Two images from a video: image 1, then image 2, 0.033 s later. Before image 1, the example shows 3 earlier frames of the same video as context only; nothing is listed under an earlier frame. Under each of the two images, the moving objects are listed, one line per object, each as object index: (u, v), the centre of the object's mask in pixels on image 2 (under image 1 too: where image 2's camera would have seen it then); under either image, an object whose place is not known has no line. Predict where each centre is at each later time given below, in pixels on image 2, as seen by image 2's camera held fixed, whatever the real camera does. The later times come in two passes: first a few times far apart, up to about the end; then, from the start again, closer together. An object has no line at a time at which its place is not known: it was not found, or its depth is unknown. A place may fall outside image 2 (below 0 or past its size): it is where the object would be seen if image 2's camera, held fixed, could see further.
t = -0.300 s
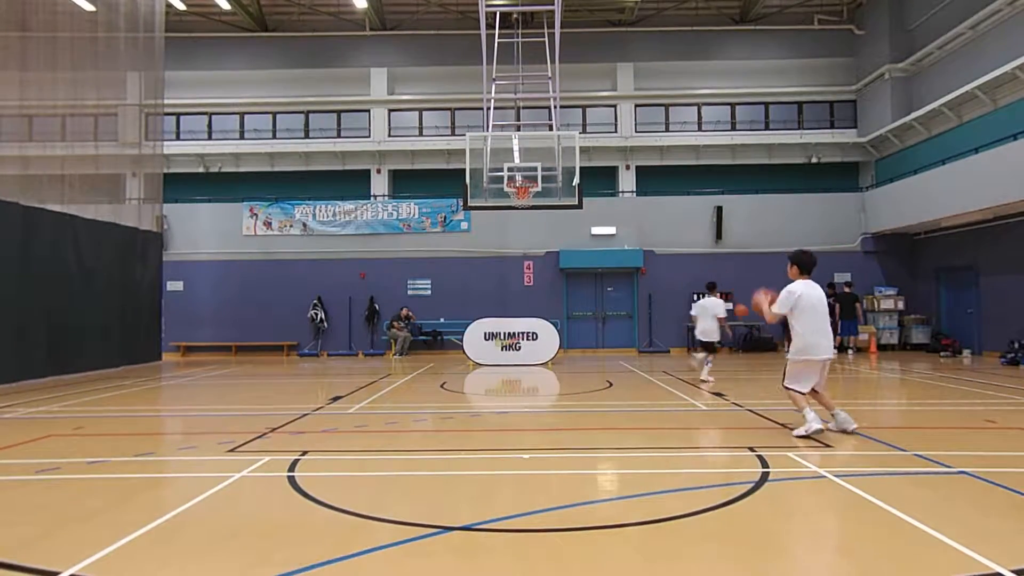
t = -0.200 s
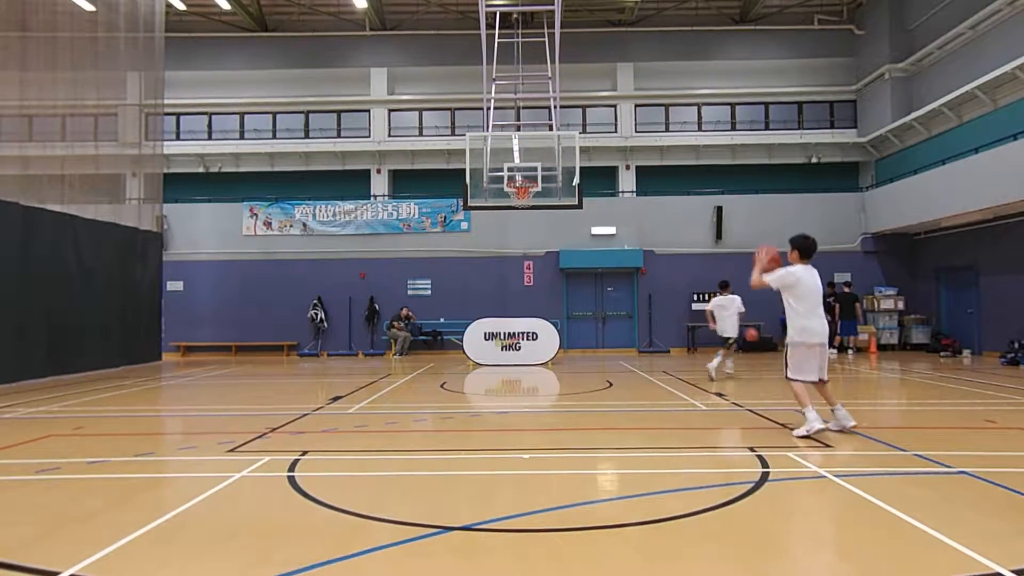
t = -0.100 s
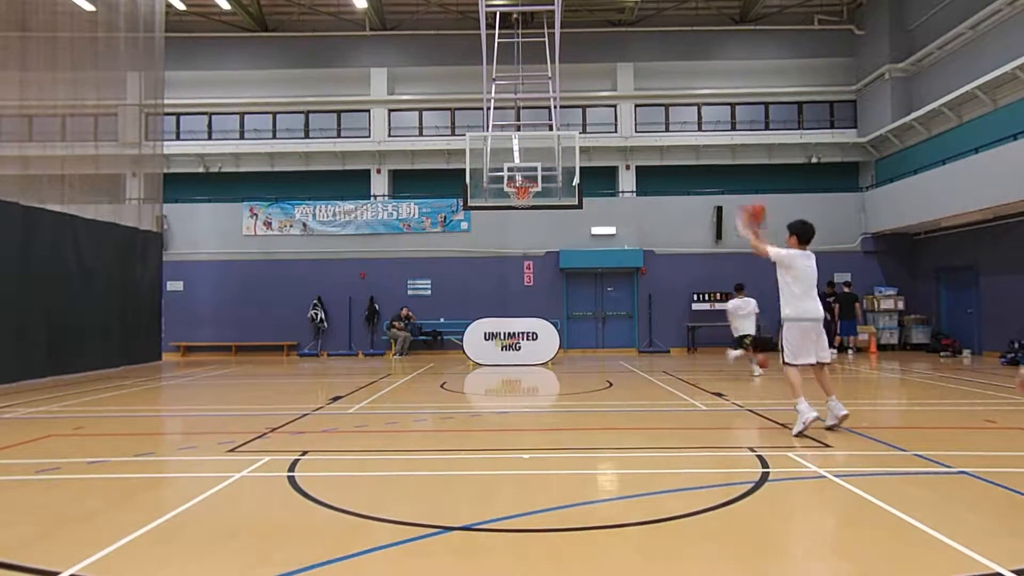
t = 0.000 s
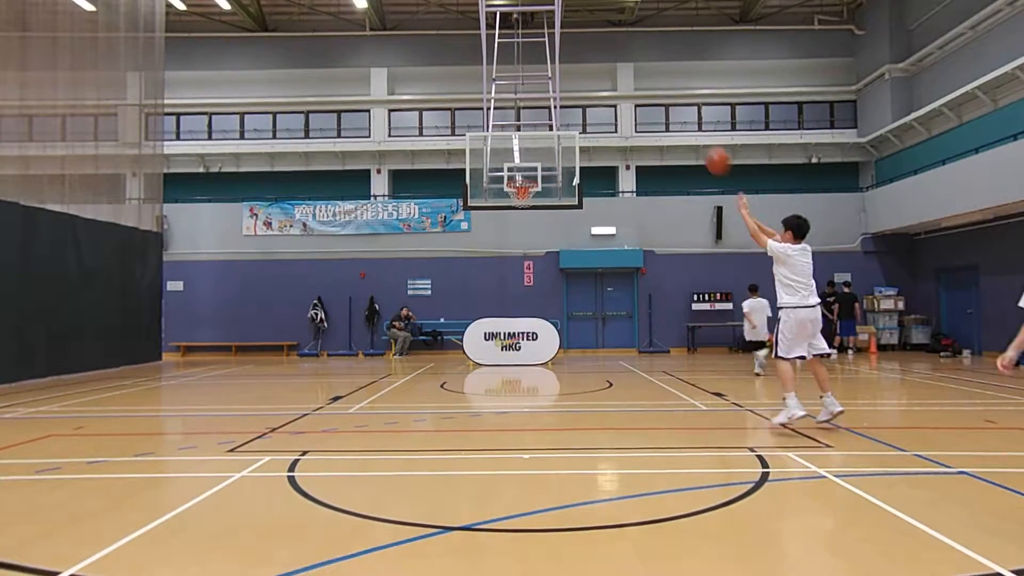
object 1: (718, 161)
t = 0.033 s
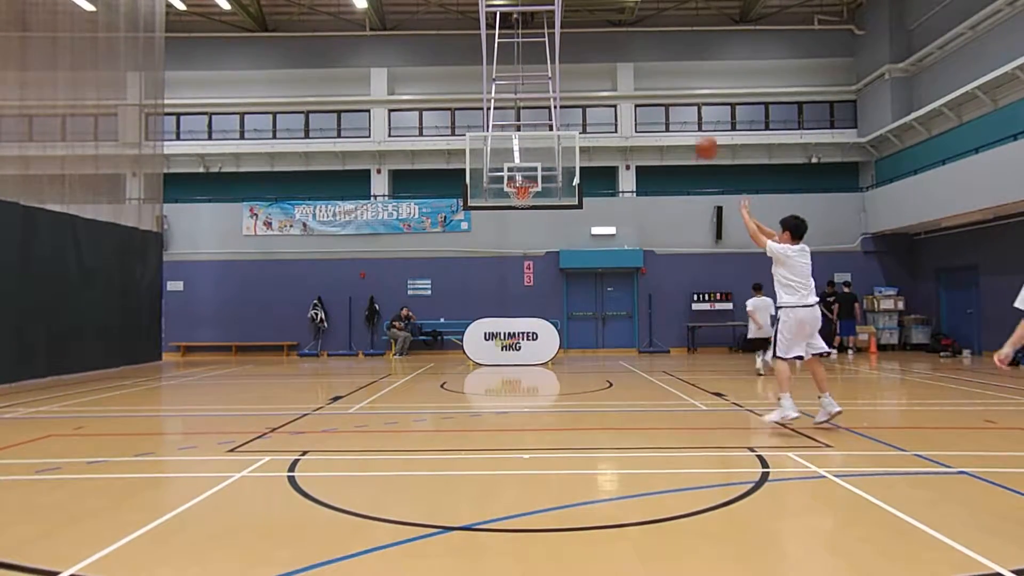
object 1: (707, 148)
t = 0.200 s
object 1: (657, 99)
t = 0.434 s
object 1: (602, 78)
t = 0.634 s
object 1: (563, 93)
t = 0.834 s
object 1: (530, 131)
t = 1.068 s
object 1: (499, 173)
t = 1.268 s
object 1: (480, 159)
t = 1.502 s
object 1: (459, 173)
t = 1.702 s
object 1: (438, 215)
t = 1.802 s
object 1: (428, 248)
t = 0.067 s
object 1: (696, 134)
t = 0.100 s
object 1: (685, 124)
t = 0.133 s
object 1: (675, 113)
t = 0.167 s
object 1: (666, 106)
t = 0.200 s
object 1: (657, 99)
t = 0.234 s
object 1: (648, 93)
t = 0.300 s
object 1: (632, 84)
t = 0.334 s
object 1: (624, 82)
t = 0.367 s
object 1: (616, 79)
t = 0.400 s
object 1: (609, 78)
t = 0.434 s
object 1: (602, 78)
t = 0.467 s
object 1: (595, 78)
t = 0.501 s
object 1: (588, 80)
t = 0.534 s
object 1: (582, 82)
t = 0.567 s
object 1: (576, 84)
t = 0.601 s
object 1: (570, 88)
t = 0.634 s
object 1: (563, 93)
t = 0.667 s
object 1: (558, 99)
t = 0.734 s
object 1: (546, 110)
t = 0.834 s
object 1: (530, 131)
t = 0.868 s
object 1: (525, 140)
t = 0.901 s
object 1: (521, 149)
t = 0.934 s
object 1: (517, 158)
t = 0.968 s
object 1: (511, 168)
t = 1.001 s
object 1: (507, 177)
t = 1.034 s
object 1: (503, 176)
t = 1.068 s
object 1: (499, 173)
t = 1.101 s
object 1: (496, 169)
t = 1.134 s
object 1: (494, 166)
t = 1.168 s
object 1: (491, 164)
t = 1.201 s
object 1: (487, 161)
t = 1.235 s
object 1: (484, 160)
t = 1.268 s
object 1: (480, 159)
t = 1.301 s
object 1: (477, 159)
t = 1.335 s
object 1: (475, 159)
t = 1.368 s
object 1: (472, 161)
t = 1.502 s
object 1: (459, 173)
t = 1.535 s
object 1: (455, 178)
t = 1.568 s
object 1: (452, 184)
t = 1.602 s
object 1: (449, 190)
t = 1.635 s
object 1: (446, 197)
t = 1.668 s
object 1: (443, 205)
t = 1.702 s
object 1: (438, 215)
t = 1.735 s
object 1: (435, 226)
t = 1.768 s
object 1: (432, 237)
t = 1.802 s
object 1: (428, 248)
